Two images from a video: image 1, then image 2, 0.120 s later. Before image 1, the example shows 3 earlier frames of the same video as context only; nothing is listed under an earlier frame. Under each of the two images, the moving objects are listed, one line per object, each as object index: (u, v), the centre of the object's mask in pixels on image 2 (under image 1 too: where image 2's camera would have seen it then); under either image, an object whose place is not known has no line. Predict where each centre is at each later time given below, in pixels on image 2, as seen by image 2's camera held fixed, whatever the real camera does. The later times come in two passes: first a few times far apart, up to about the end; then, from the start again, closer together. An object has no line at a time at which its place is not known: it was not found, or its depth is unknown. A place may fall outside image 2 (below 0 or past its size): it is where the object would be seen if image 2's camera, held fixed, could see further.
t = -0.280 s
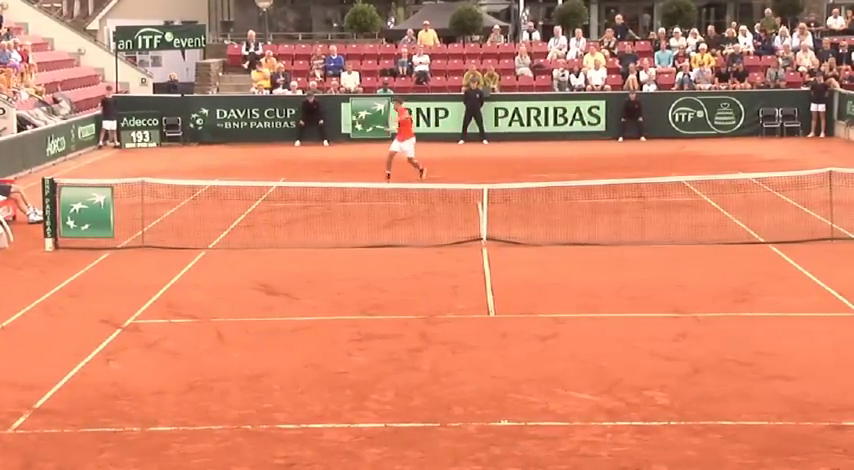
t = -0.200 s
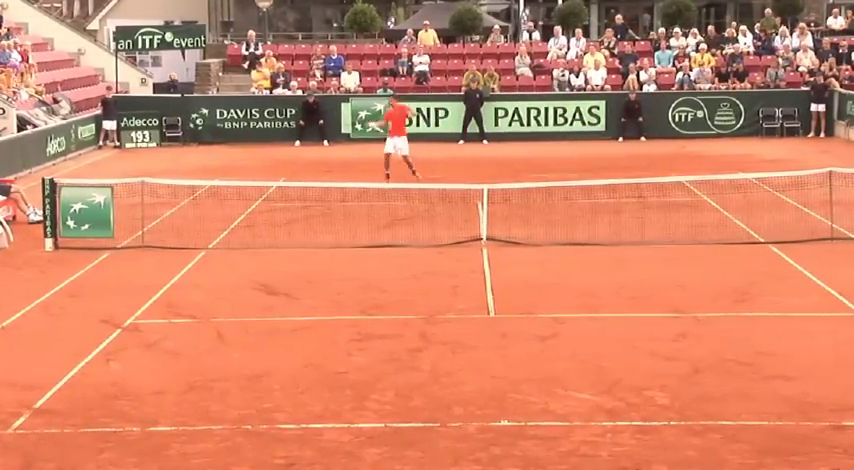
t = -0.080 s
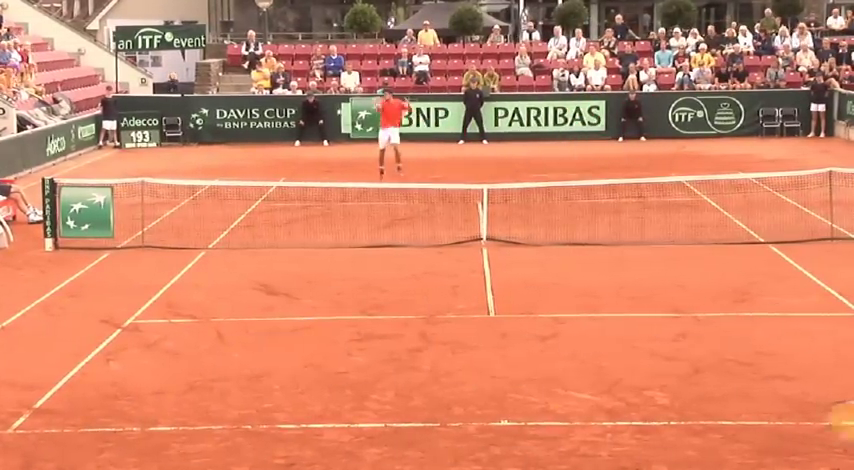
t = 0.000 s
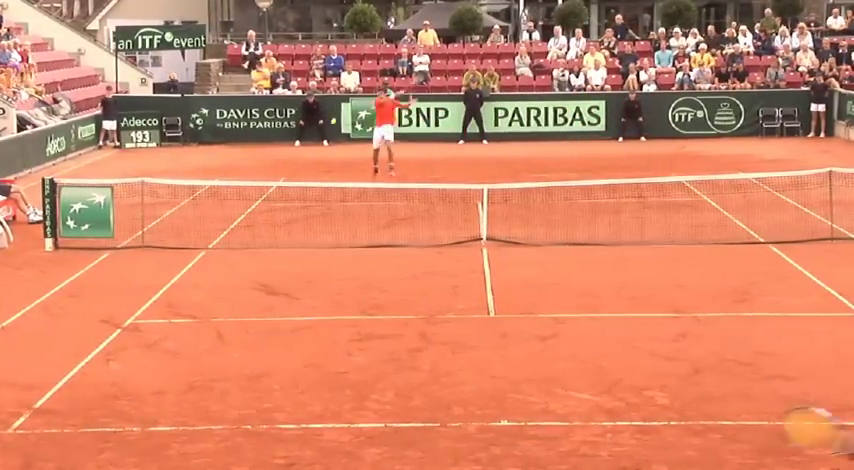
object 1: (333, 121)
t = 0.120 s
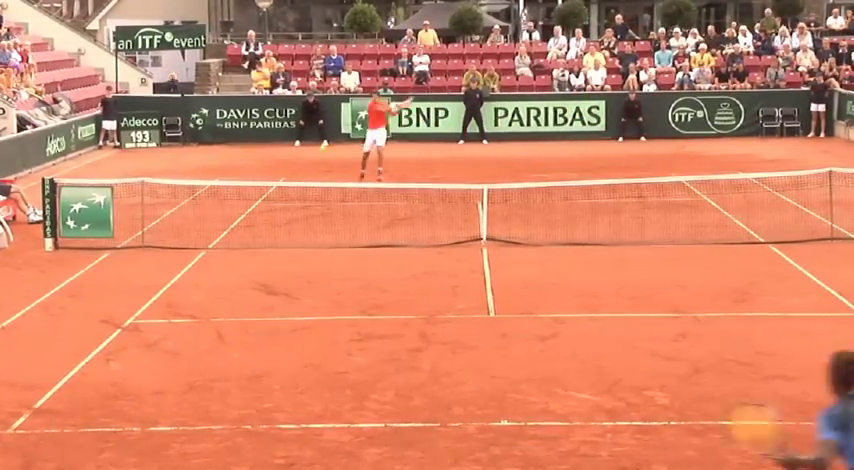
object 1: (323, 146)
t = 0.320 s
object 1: (295, 231)
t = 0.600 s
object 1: (251, 296)
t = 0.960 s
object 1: (188, 331)
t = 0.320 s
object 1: (295, 231)
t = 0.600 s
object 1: (251, 296)
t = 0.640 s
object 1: (245, 290)
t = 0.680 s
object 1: (240, 286)
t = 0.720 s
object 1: (235, 284)
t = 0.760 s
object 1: (228, 285)
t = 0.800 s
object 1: (221, 288)
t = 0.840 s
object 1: (214, 294)
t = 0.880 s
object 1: (206, 303)
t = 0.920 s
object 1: (197, 315)
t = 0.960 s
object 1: (188, 331)
